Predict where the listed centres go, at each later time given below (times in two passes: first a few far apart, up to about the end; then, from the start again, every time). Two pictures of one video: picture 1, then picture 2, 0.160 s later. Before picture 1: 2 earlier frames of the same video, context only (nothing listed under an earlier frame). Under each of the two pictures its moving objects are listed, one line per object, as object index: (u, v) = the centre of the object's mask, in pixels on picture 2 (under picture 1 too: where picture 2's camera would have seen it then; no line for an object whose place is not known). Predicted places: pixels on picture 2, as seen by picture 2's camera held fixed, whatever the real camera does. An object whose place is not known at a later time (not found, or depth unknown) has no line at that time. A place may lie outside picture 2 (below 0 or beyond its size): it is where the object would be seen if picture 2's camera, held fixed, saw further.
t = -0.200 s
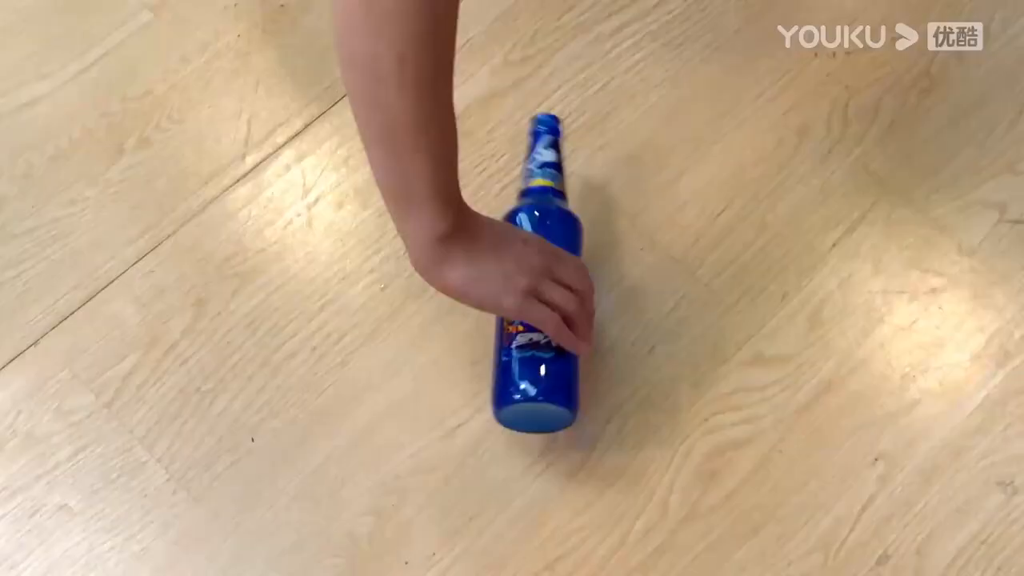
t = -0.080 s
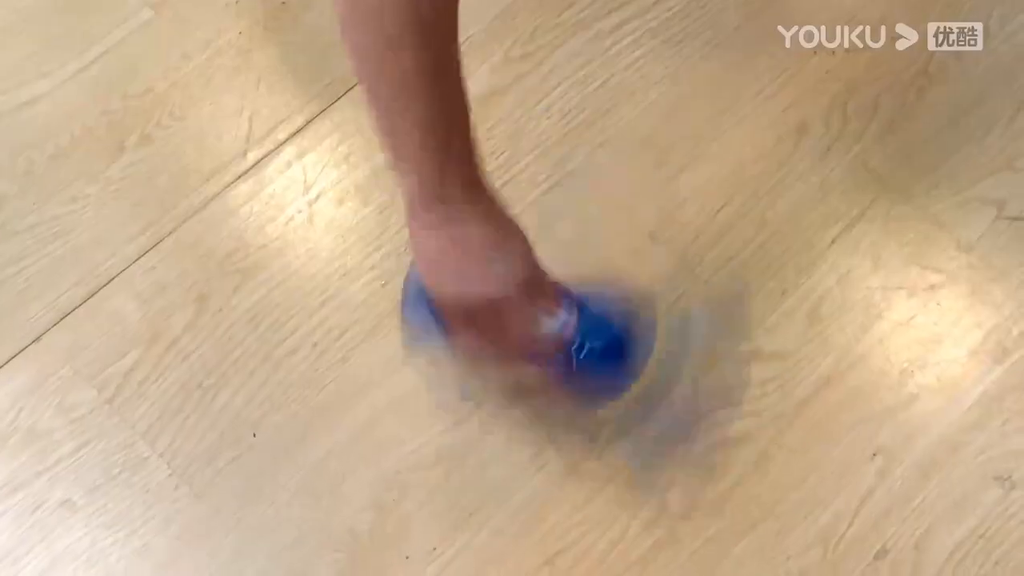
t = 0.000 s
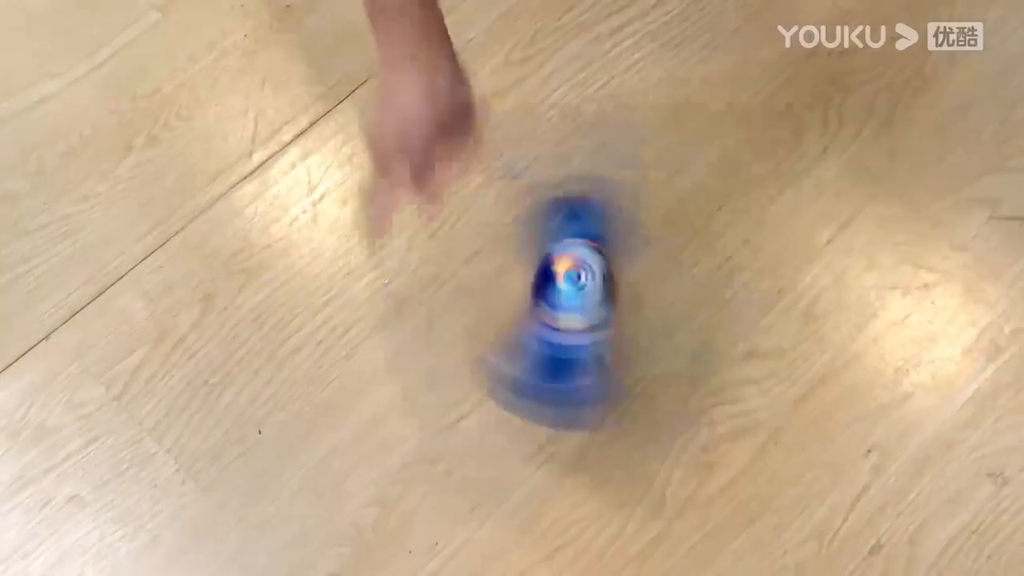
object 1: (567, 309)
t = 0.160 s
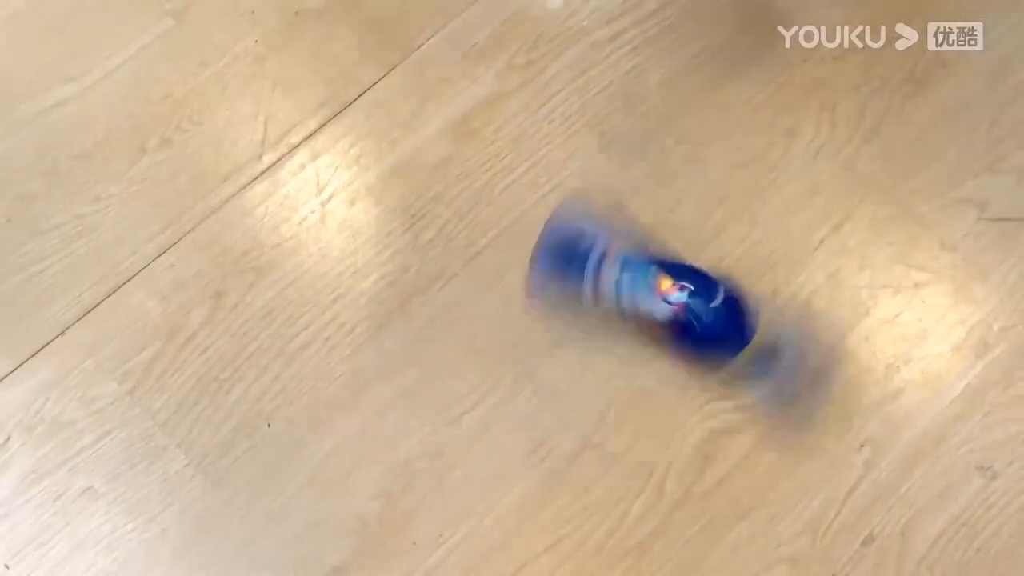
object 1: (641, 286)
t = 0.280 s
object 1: (708, 270)
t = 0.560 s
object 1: (744, 209)
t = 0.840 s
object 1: (755, 196)
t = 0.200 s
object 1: (683, 267)
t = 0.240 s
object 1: (691, 254)
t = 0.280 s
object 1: (708, 270)
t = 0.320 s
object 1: (711, 236)
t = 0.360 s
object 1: (713, 233)
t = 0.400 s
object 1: (725, 205)
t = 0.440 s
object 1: (737, 192)
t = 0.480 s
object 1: (739, 206)
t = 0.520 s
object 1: (744, 195)
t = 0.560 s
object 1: (744, 209)
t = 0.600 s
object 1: (750, 201)
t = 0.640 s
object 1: (750, 195)
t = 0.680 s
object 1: (770, 197)
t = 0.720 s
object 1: (749, 191)
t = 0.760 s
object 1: (751, 206)
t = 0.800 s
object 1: (755, 200)
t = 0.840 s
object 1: (755, 196)
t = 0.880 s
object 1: (773, 201)
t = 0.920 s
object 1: (761, 204)
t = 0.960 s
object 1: (758, 213)
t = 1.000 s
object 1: (761, 205)
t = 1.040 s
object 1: (760, 207)
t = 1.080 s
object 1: (775, 206)
